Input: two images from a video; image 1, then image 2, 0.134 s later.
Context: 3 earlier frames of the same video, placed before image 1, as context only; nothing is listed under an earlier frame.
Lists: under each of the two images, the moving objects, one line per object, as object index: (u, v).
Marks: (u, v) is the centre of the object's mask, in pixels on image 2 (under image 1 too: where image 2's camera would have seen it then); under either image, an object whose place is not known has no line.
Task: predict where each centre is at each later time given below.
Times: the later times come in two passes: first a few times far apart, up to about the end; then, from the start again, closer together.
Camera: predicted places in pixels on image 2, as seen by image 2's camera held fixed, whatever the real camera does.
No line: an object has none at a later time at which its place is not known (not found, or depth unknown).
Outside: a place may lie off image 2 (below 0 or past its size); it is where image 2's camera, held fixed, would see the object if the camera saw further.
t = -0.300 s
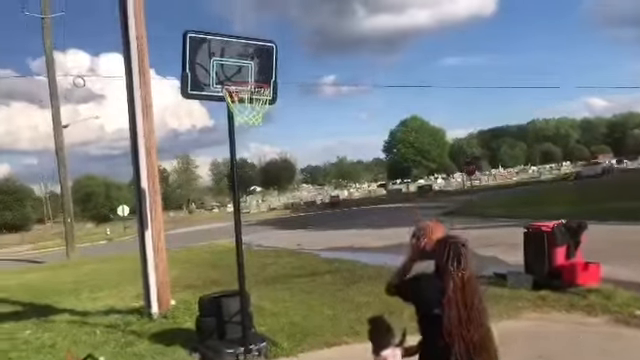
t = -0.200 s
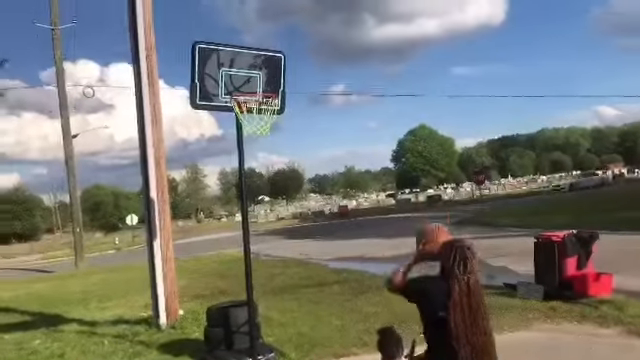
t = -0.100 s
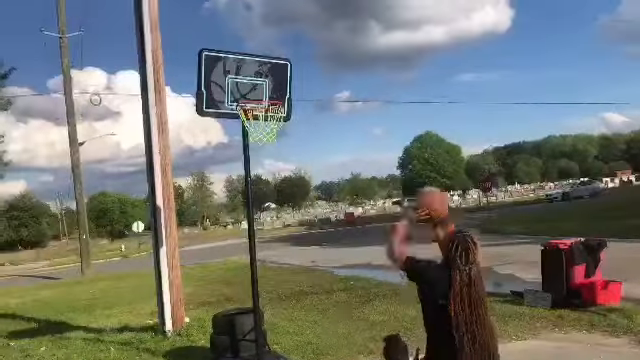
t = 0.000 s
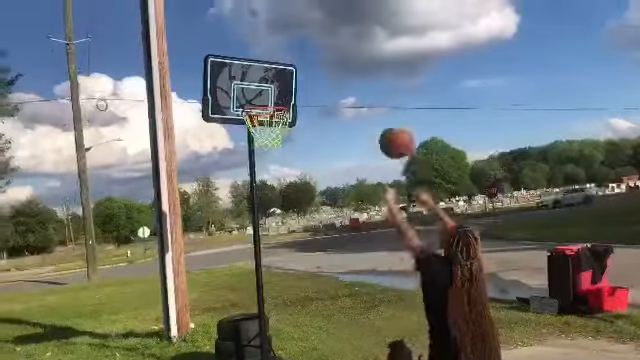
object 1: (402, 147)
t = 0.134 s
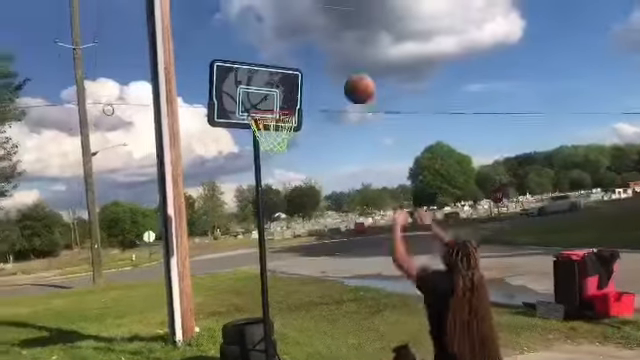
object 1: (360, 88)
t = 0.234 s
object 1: (334, 66)
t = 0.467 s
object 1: (292, 60)
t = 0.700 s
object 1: (268, 103)
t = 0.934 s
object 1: (284, 147)
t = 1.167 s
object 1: (296, 223)
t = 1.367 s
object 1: (309, 341)
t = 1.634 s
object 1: (313, 318)
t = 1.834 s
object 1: (313, 262)
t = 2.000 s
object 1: (315, 246)
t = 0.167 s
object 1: (351, 79)
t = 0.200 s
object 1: (342, 72)
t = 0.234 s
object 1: (334, 66)
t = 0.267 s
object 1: (327, 62)
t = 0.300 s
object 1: (320, 59)
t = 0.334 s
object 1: (314, 57)
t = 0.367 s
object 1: (309, 56)
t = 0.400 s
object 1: (302, 58)
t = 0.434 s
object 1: (297, 59)
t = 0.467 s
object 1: (292, 60)
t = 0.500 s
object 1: (288, 64)
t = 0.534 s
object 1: (283, 70)
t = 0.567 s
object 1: (280, 77)
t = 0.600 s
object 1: (276, 83)
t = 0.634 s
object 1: (272, 89)
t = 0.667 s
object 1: (272, 94)
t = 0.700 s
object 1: (268, 103)
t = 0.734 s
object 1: (275, 108)
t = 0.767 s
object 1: (273, 117)
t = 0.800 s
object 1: (276, 121)
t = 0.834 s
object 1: (279, 125)
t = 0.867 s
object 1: (282, 138)
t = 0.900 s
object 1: (283, 144)
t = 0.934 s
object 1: (284, 147)
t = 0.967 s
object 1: (285, 156)
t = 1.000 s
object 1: (286, 164)
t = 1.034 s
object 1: (288, 171)
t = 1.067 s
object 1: (291, 184)
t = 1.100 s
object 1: (295, 193)
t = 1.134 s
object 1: (295, 208)
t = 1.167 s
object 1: (296, 223)
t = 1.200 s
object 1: (298, 241)
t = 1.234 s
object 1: (300, 250)
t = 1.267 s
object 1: (302, 277)
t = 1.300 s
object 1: (306, 297)
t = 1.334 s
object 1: (307, 318)
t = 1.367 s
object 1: (309, 341)
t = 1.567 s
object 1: (313, 348)
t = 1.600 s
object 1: (312, 332)
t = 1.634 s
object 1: (313, 318)
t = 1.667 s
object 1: (314, 305)
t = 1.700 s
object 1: (312, 292)
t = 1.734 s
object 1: (312, 286)
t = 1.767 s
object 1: (312, 276)
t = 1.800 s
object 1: (312, 267)
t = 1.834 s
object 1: (313, 262)
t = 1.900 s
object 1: (314, 251)
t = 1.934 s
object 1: (314, 248)
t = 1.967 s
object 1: (315, 247)
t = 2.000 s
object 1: (315, 246)
